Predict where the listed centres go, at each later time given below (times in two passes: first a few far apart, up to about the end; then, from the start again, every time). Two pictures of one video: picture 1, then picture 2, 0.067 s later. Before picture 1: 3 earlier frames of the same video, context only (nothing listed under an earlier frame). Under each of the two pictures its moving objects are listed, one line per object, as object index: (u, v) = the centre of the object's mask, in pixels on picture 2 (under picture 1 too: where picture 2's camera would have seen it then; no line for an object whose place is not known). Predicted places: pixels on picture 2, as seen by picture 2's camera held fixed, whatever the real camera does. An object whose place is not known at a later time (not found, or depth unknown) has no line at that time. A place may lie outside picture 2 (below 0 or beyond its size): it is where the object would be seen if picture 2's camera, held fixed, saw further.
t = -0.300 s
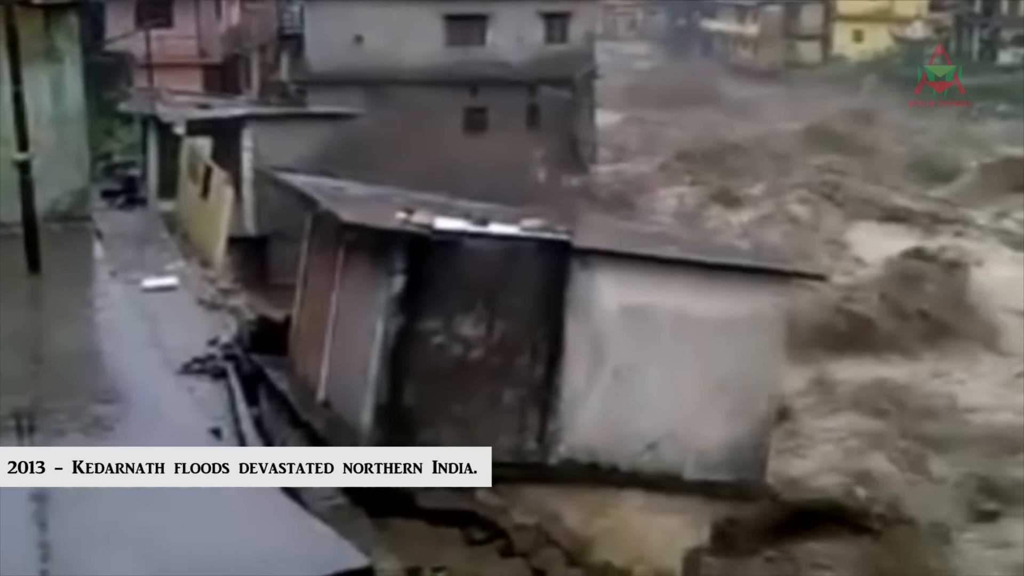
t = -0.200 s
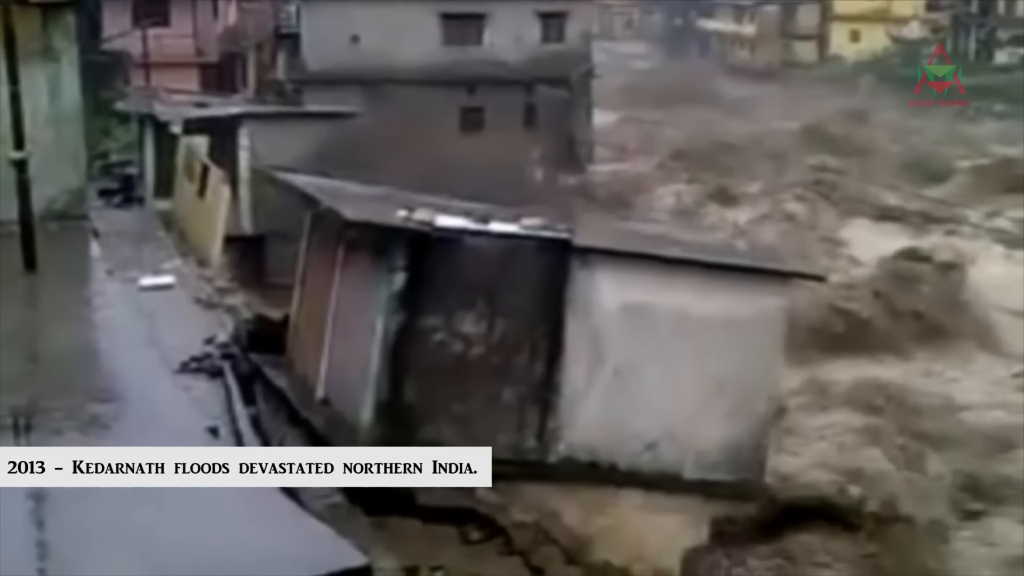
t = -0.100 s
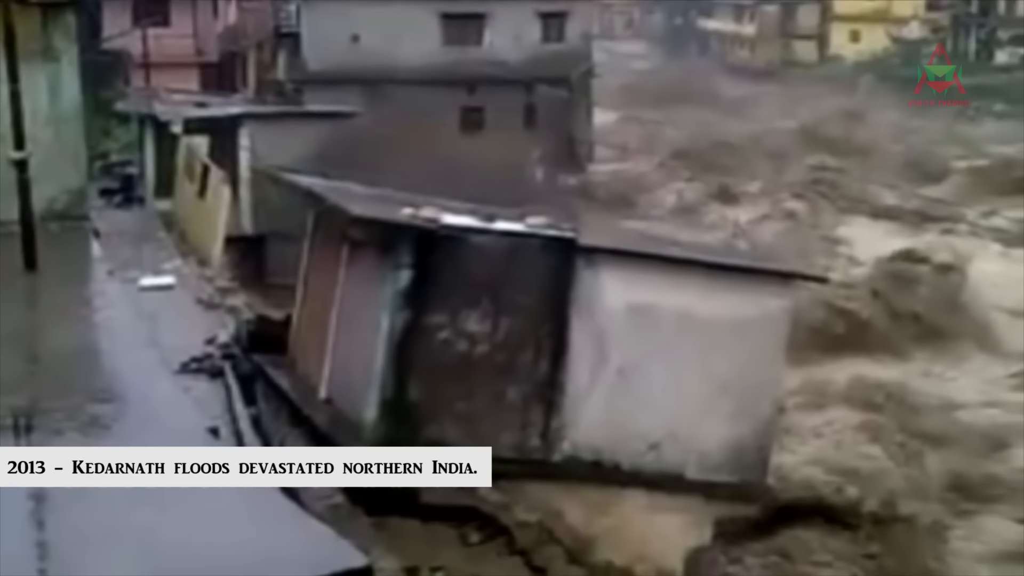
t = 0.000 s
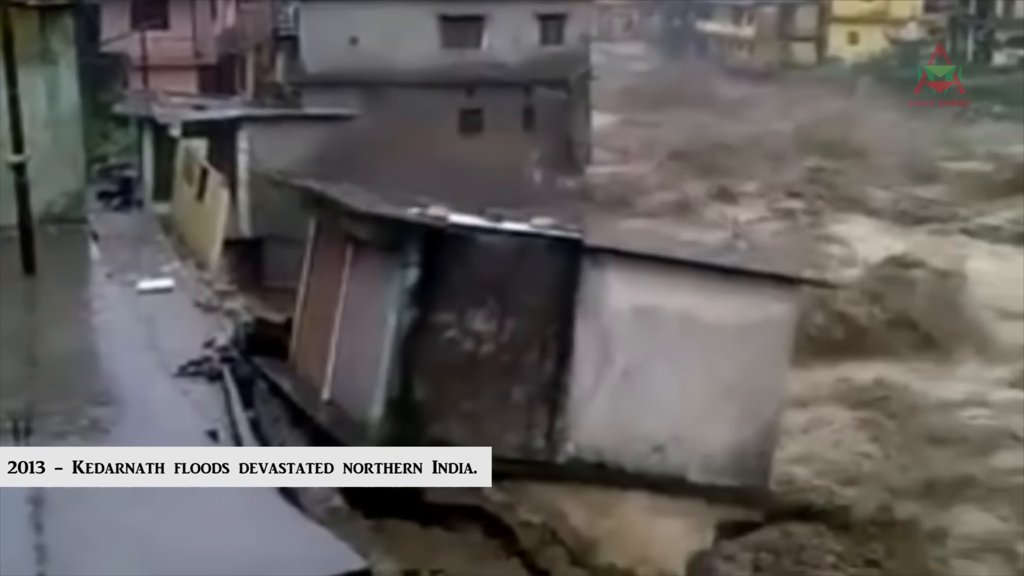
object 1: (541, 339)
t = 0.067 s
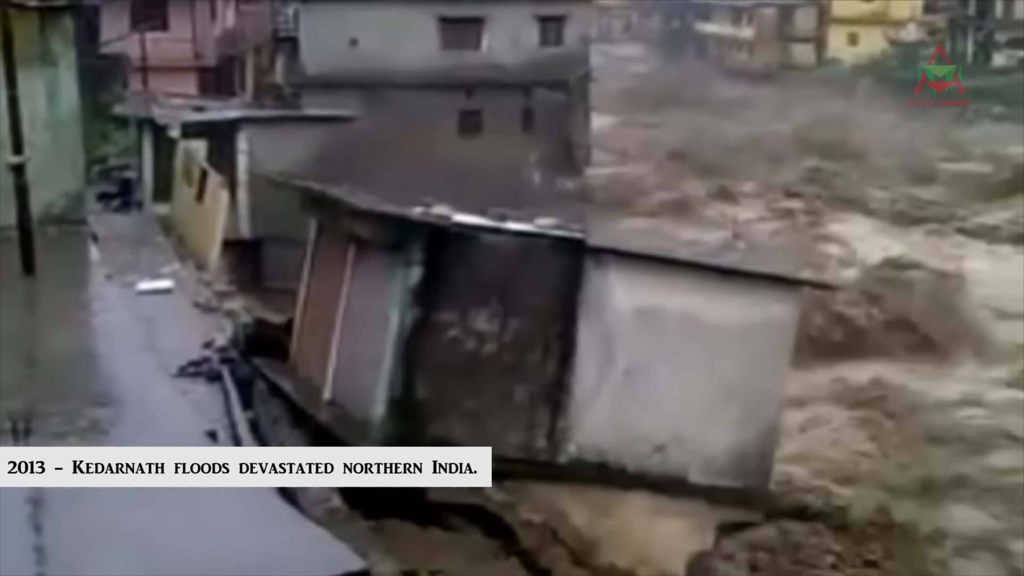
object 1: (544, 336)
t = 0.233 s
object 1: (549, 335)
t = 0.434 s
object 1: (553, 343)
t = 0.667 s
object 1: (562, 341)
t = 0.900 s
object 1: (574, 335)
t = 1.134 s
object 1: (586, 332)
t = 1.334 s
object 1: (604, 333)
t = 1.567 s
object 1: (615, 334)
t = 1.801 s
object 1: (643, 345)
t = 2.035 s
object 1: (670, 353)
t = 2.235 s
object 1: (677, 353)
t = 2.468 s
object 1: (689, 359)
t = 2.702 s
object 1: (691, 362)
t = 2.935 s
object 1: (684, 388)
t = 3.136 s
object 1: (674, 398)
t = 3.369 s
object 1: (657, 418)
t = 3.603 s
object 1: (643, 435)
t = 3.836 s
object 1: (642, 449)
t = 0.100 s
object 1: (544, 336)
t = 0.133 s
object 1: (545, 335)
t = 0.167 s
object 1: (546, 335)
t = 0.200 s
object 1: (547, 335)
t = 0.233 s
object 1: (549, 335)
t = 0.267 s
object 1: (546, 343)
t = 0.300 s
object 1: (550, 334)
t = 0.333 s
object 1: (548, 342)
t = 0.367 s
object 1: (550, 343)
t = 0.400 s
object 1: (552, 343)
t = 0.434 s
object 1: (553, 343)
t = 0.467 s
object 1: (555, 344)
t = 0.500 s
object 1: (557, 344)
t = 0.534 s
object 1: (558, 343)
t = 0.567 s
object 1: (559, 342)
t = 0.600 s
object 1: (560, 342)
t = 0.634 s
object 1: (561, 341)
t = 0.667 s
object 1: (562, 341)
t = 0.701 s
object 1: (564, 341)
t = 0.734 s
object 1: (566, 340)
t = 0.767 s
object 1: (567, 337)
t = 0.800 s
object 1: (571, 337)
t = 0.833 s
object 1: (572, 337)
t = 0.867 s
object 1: (573, 336)
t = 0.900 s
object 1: (574, 335)
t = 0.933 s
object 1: (575, 335)
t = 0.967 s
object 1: (576, 334)
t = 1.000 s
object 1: (577, 334)
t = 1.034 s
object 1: (580, 334)
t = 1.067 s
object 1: (583, 333)
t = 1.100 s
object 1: (584, 333)
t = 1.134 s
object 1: (586, 332)
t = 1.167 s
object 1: (587, 332)
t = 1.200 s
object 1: (595, 332)
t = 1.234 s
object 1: (596, 332)
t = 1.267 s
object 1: (599, 333)
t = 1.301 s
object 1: (601, 333)
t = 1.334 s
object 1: (604, 333)
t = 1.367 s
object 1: (606, 333)
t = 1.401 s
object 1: (607, 333)
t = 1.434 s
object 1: (610, 334)
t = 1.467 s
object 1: (611, 335)
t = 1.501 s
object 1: (613, 335)
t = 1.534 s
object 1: (615, 335)
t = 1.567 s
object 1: (615, 334)
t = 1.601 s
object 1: (626, 339)
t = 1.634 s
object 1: (627, 340)
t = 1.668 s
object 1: (632, 340)
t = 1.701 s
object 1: (635, 342)
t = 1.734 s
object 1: (638, 343)
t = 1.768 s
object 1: (642, 344)
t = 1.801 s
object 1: (643, 345)
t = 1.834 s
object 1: (647, 346)
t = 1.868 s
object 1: (649, 347)
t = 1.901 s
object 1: (652, 348)
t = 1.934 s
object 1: (656, 349)
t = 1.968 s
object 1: (658, 349)
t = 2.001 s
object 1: (668, 352)
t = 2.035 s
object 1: (670, 353)
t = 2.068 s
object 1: (671, 352)
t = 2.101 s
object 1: (672, 353)
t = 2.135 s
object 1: (674, 353)
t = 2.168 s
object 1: (676, 353)
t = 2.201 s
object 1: (676, 353)
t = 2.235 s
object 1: (677, 353)
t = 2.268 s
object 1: (678, 353)
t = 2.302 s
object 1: (678, 352)
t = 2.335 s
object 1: (679, 352)
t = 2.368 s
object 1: (680, 351)
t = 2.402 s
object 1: (685, 356)
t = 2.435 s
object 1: (687, 357)
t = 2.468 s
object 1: (689, 359)
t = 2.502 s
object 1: (688, 358)
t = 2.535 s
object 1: (688, 357)
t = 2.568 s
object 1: (689, 359)
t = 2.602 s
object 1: (689, 359)
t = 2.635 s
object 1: (691, 360)
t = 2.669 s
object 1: (691, 361)
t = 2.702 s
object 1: (691, 362)
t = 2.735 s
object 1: (690, 368)
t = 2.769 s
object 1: (690, 370)
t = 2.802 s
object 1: (687, 377)
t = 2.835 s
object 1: (684, 377)
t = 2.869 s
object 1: (685, 385)
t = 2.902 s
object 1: (686, 387)
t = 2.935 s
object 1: (684, 388)
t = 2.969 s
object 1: (682, 391)
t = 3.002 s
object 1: (678, 394)
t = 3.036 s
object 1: (676, 396)
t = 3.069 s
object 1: (675, 397)
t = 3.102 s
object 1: (676, 397)
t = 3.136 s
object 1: (674, 398)
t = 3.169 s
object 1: (675, 398)
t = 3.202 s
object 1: (674, 403)
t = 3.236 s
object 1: (673, 404)
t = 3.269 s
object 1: (670, 405)
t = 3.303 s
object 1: (668, 406)
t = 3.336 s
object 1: (662, 416)
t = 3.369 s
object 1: (657, 418)
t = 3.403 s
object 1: (656, 419)
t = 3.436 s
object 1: (652, 421)
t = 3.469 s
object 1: (647, 422)
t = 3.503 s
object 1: (643, 423)
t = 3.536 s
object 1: (641, 426)
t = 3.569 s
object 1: (642, 426)
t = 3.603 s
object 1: (643, 435)
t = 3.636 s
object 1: (643, 435)
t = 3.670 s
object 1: (643, 437)
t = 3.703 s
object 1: (643, 440)
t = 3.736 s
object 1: (643, 441)
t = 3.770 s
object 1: (642, 444)
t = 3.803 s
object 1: (642, 445)
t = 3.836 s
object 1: (642, 449)
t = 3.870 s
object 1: (642, 450)
